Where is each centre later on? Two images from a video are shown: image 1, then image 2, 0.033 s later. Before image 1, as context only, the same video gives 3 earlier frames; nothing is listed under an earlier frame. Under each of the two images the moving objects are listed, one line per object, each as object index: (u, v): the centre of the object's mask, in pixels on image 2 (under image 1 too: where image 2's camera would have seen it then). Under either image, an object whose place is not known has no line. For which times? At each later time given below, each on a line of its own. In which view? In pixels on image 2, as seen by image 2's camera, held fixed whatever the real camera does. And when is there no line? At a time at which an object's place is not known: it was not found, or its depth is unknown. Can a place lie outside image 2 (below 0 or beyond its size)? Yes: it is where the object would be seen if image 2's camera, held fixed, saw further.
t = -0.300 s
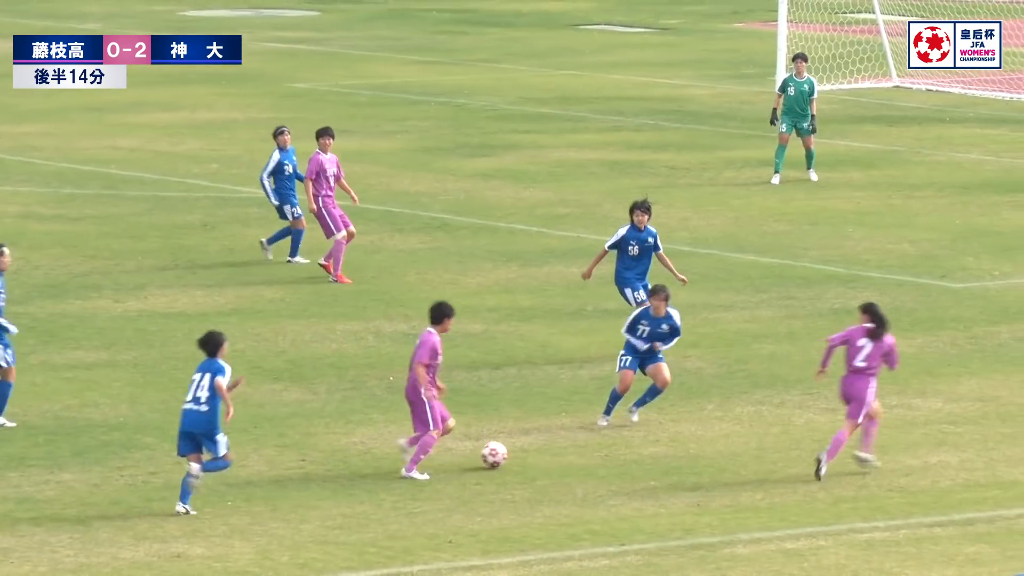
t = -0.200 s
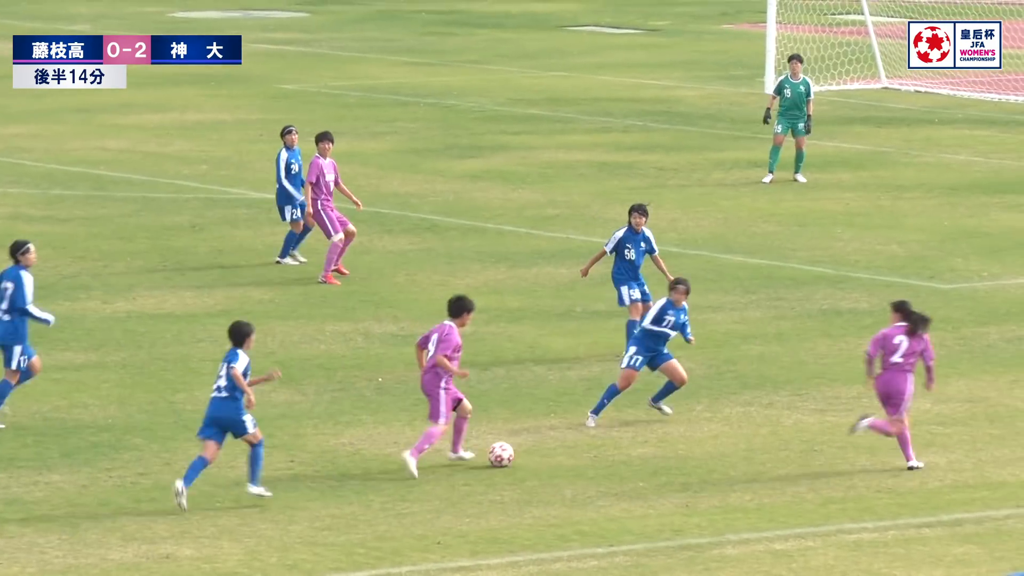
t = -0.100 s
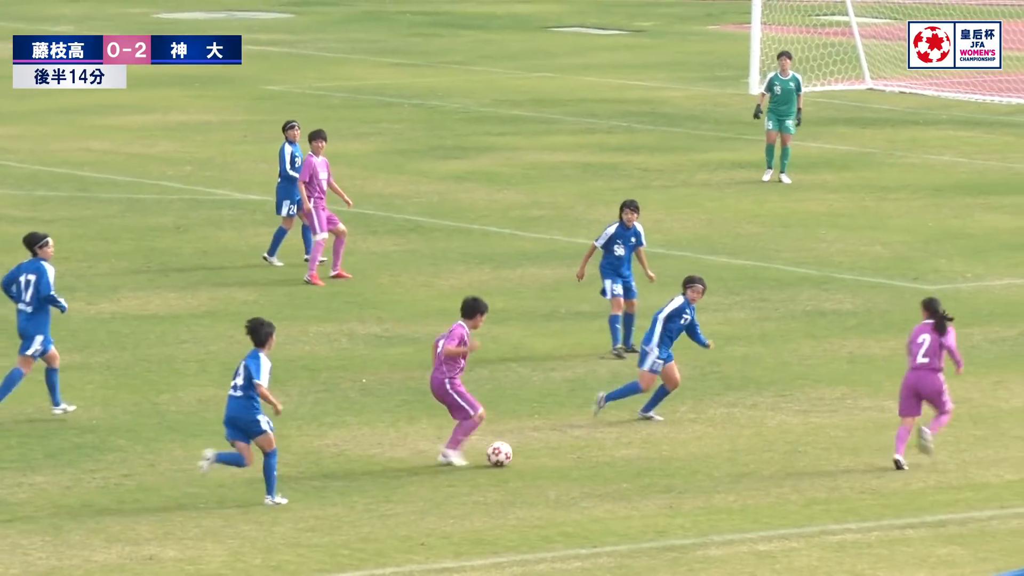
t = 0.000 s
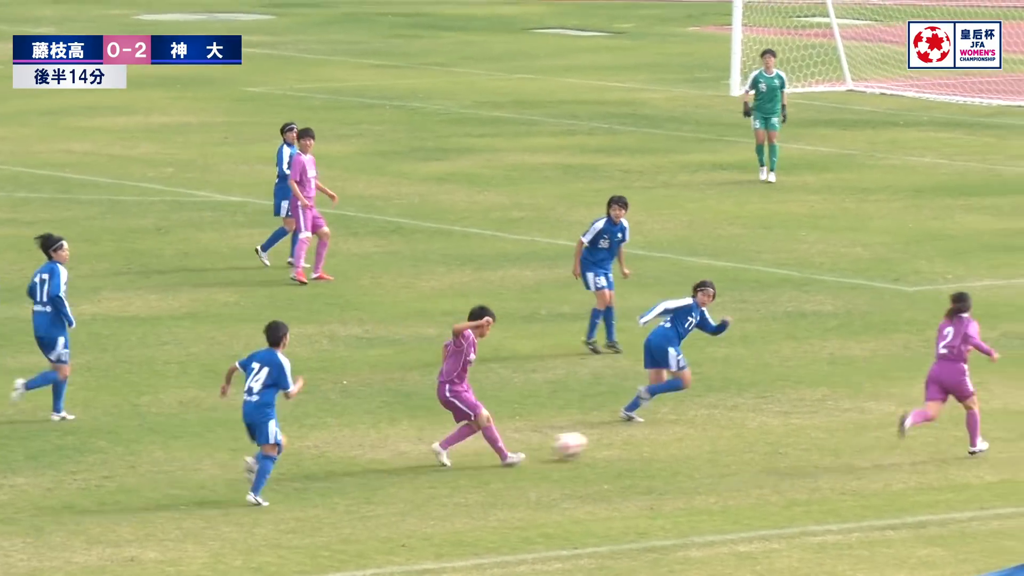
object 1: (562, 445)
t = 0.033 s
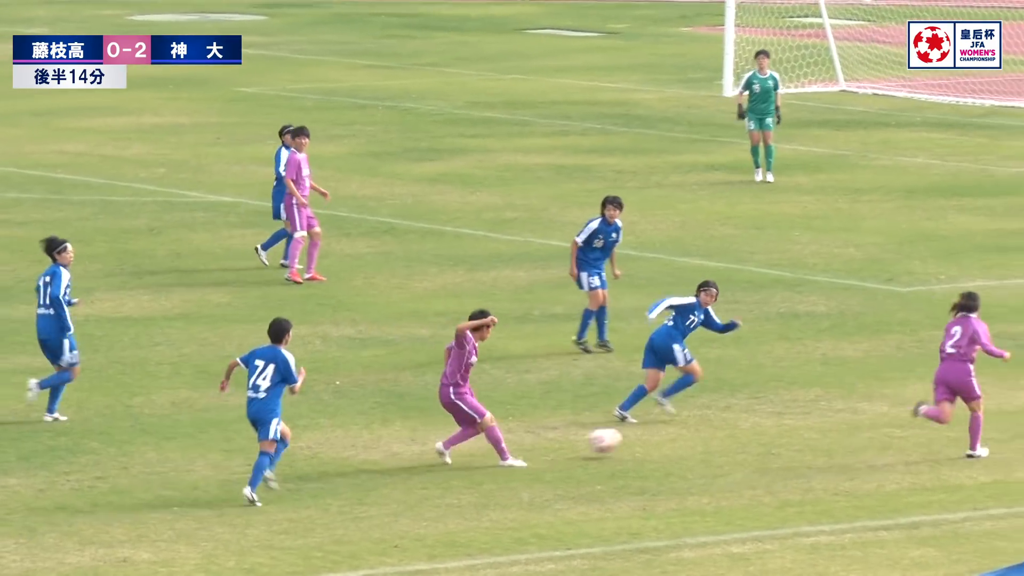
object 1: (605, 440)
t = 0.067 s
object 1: (646, 437)
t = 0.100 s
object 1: (686, 435)
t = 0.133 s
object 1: (726, 436)
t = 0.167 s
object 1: (765, 435)
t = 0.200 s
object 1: (801, 431)
